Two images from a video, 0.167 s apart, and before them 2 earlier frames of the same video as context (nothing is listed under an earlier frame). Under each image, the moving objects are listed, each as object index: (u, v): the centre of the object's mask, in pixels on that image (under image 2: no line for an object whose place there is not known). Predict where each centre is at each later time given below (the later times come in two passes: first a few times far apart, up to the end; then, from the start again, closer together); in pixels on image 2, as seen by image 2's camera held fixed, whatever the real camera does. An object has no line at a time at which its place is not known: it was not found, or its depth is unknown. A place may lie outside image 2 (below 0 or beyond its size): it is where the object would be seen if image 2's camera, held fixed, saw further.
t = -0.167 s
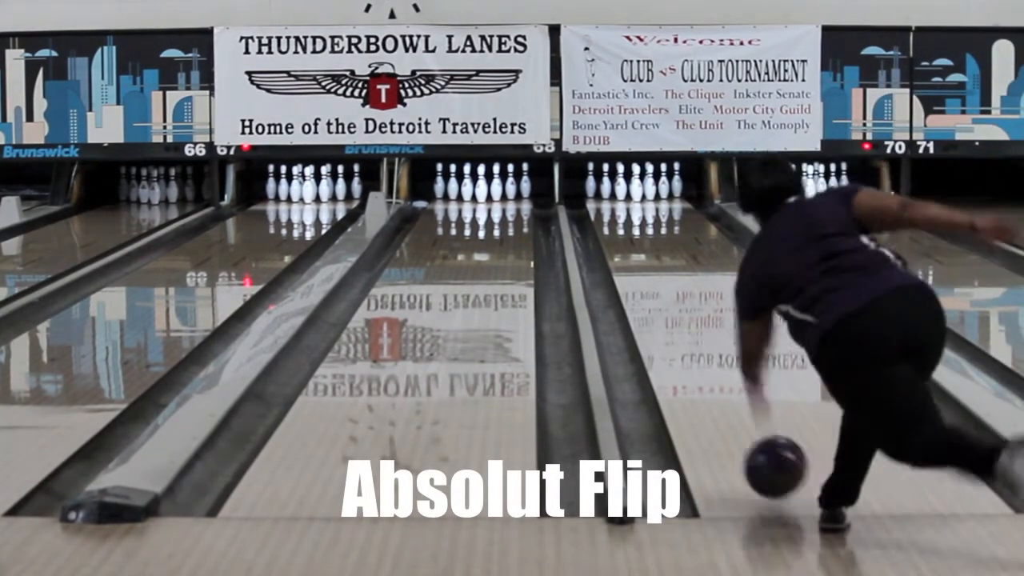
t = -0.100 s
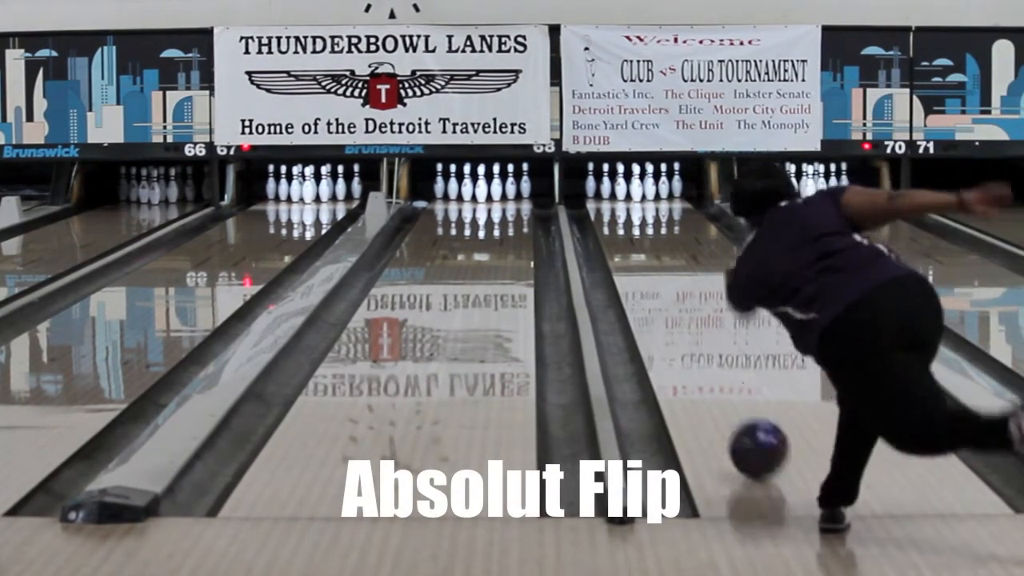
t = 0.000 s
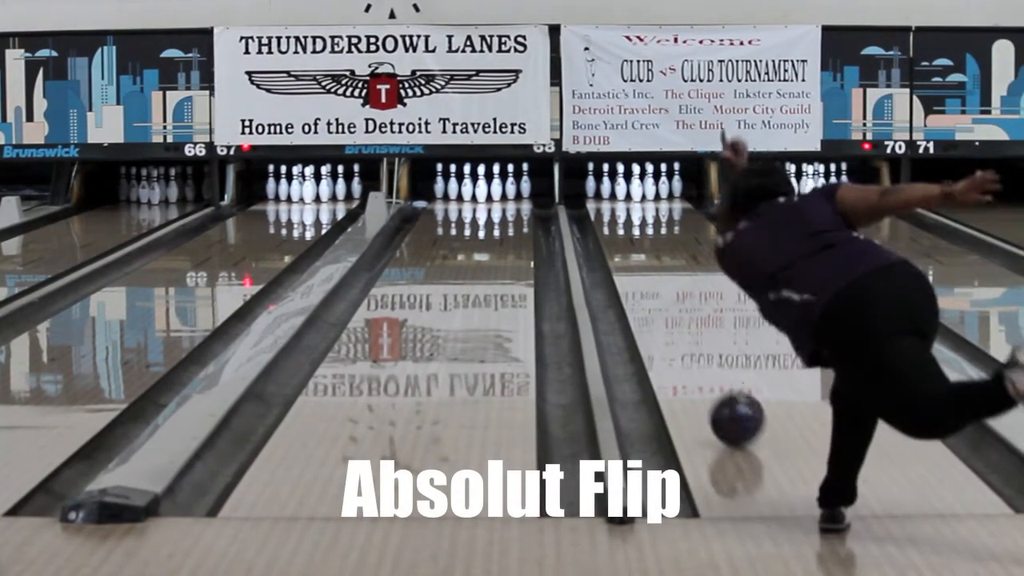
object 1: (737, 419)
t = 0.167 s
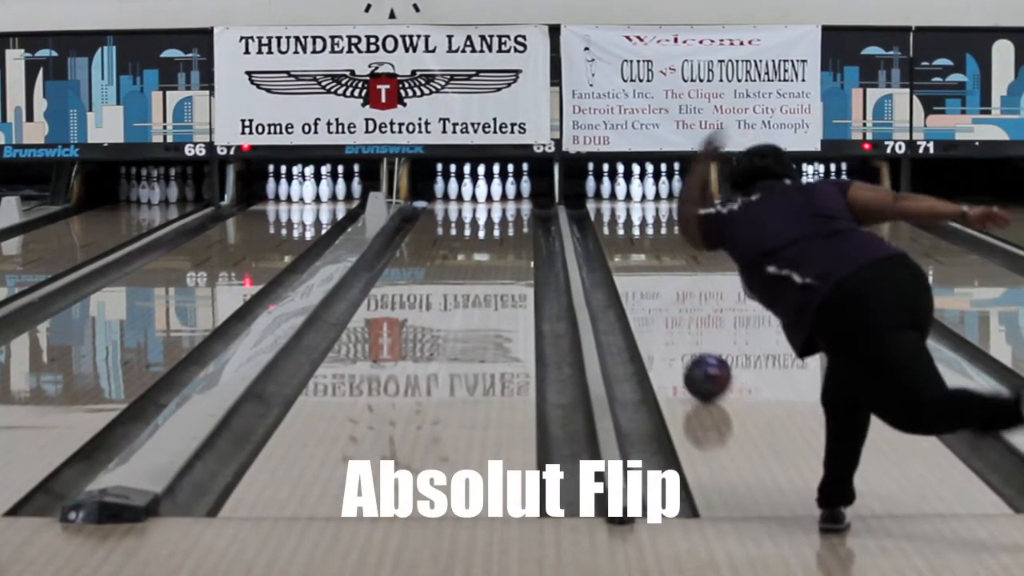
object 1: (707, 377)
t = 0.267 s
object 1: (693, 357)
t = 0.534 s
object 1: (663, 313)
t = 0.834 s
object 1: (641, 276)
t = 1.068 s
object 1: (630, 256)
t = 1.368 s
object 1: (618, 232)
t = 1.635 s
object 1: (615, 218)
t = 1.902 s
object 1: (617, 206)
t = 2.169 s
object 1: (624, 196)
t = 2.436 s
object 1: (627, 190)
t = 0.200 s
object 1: (702, 370)
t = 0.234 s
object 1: (698, 363)
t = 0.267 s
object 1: (693, 357)
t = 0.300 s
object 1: (689, 350)
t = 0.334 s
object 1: (685, 345)
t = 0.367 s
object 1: (682, 338)
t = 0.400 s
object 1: (677, 333)
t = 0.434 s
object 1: (673, 327)
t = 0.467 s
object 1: (670, 322)
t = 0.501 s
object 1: (667, 317)
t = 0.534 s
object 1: (663, 313)
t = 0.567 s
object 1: (660, 308)
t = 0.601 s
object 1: (657, 303)
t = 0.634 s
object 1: (655, 299)
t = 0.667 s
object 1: (652, 294)
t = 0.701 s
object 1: (650, 290)
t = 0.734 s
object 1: (647, 286)
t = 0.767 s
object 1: (645, 283)
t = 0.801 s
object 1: (643, 279)
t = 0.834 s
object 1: (641, 276)
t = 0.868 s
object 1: (639, 272)
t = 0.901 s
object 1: (637, 269)
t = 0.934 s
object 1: (635, 266)
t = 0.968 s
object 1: (633, 263)
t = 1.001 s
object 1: (631, 260)
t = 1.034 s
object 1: (630, 257)
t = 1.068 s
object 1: (630, 256)
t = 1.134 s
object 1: (625, 250)
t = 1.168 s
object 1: (625, 247)
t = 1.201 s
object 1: (623, 245)
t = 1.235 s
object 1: (622, 242)
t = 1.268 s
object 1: (621, 240)
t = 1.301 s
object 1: (620, 237)
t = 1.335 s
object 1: (618, 235)
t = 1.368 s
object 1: (618, 232)
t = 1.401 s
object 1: (618, 230)
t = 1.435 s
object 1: (618, 229)
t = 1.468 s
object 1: (617, 227)
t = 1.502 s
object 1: (615, 224)
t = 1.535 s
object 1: (615, 222)
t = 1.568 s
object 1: (615, 221)
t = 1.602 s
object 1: (614, 219)
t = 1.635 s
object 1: (615, 218)
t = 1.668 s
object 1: (614, 216)
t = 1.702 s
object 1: (615, 215)
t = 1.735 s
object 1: (615, 213)
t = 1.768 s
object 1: (615, 211)
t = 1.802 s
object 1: (615, 210)
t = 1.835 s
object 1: (616, 208)
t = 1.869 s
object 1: (616, 207)
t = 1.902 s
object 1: (617, 206)
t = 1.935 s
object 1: (617, 204)
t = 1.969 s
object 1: (618, 203)
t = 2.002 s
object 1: (619, 202)
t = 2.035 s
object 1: (620, 201)
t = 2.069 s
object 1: (621, 200)
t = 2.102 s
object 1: (622, 198)
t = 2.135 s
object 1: (623, 198)
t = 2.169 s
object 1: (624, 196)
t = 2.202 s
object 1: (625, 196)
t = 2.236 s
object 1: (626, 194)
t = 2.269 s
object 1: (627, 193)
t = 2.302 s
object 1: (628, 192)
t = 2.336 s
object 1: (627, 192)
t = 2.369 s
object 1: (626, 191)
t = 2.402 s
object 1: (626, 190)
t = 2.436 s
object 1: (627, 190)
